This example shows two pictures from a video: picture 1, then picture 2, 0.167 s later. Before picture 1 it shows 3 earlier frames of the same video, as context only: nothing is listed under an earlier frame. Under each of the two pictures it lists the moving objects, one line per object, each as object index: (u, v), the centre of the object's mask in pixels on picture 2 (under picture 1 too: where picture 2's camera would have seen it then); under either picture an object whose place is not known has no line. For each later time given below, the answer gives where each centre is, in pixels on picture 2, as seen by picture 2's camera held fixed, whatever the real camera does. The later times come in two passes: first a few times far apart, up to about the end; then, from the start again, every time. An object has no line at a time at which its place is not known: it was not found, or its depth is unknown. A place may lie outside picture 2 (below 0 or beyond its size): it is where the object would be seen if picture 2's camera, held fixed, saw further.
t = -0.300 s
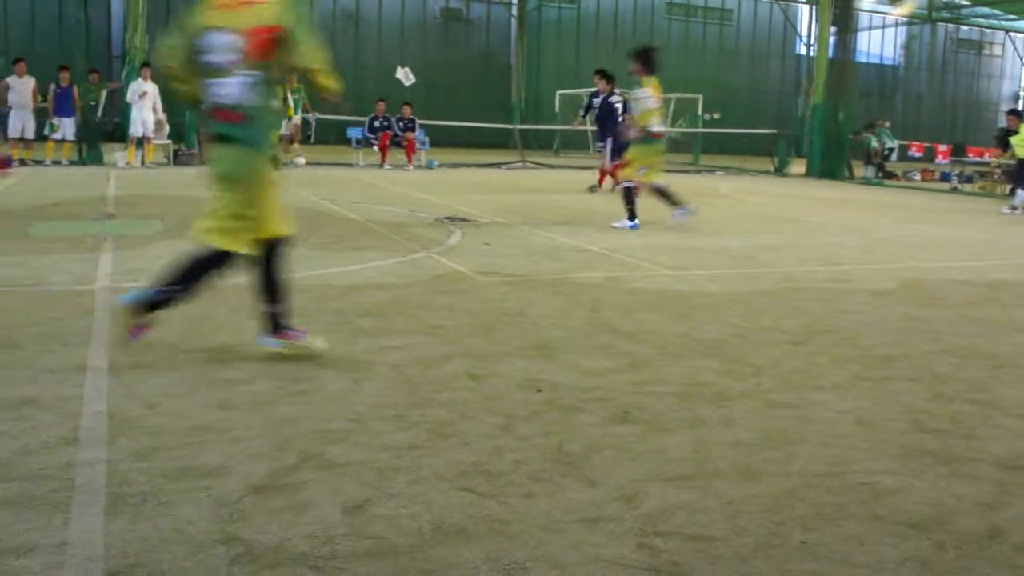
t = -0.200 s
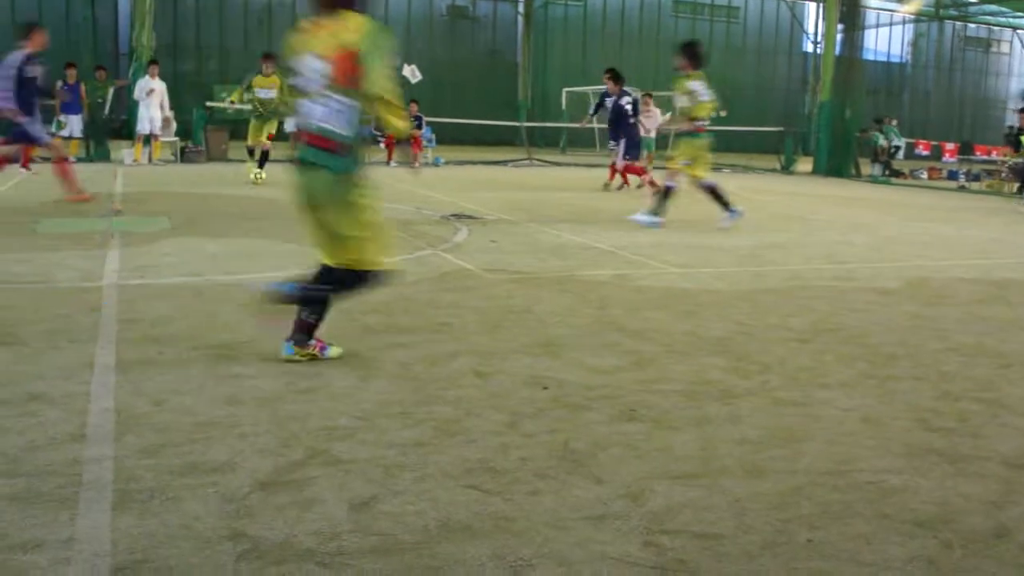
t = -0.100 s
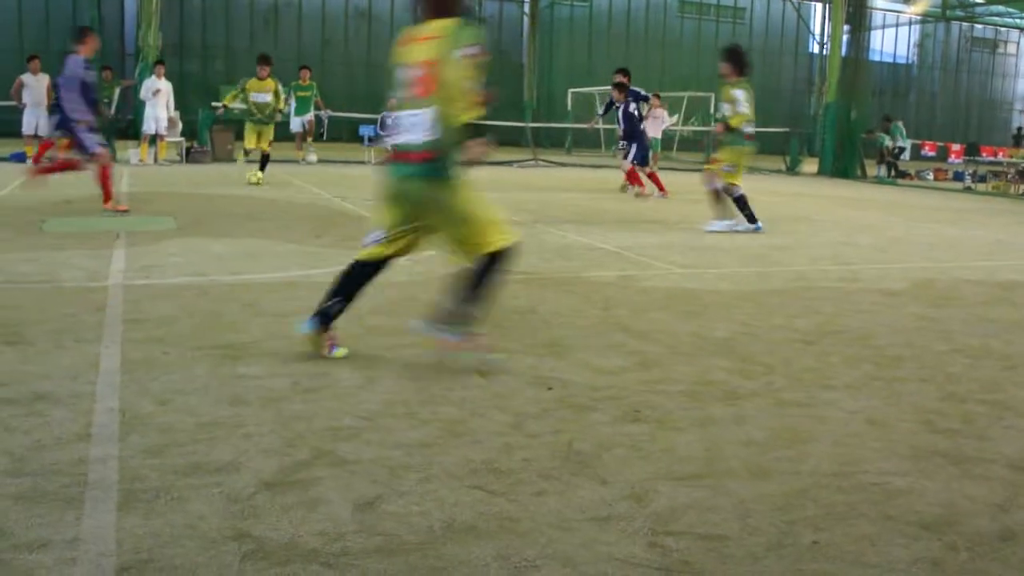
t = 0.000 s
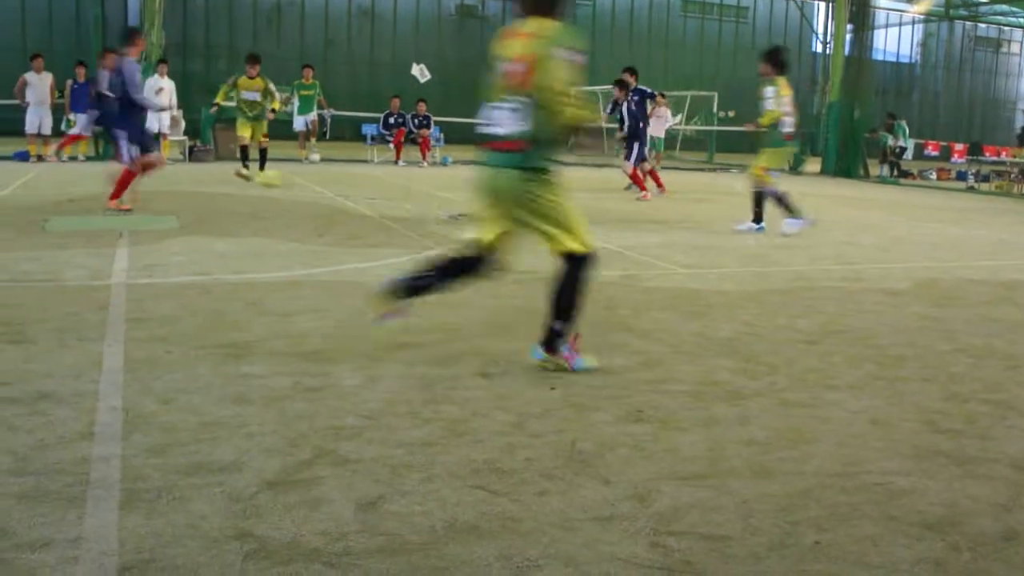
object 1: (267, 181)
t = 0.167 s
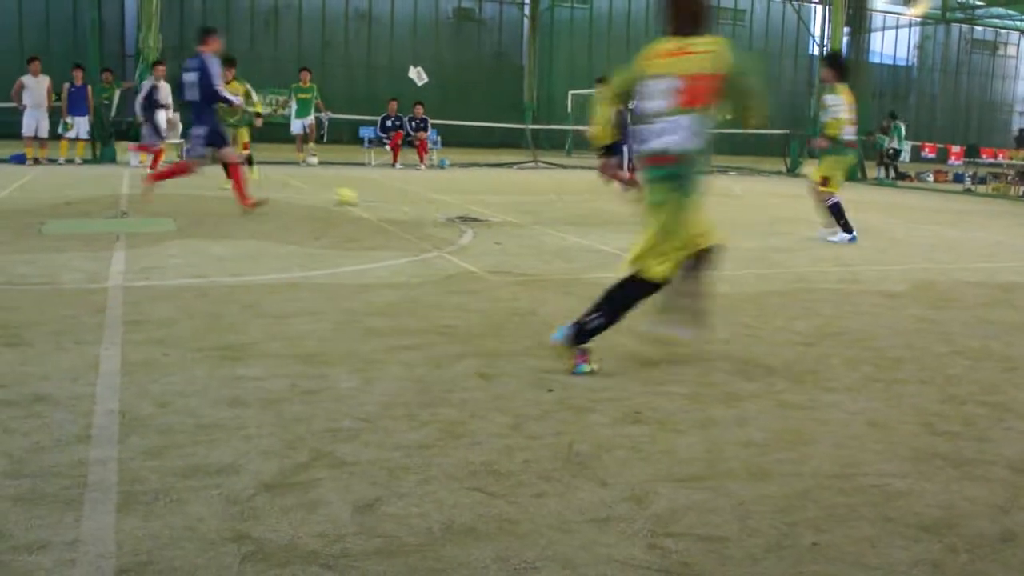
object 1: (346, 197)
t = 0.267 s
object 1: (399, 208)
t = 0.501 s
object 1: (555, 235)
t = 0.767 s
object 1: (787, 280)
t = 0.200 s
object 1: (362, 201)
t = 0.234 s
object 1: (380, 203)
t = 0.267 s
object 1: (399, 208)
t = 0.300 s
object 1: (420, 210)
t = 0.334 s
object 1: (440, 216)
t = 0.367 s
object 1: (460, 220)
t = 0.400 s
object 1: (482, 223)
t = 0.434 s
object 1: (507, 226)
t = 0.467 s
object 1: (533, 231)
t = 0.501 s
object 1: (555, 235)
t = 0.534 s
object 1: (582, 240)
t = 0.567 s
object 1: (610, 246)
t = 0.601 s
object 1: (636, 251)
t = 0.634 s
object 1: (664, 256)
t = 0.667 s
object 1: (696, 262)
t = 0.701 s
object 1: (727, 268)
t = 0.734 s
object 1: (758, 273)
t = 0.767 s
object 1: (787, 280)
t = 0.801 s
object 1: (825, 287)
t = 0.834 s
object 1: (858, 293)
